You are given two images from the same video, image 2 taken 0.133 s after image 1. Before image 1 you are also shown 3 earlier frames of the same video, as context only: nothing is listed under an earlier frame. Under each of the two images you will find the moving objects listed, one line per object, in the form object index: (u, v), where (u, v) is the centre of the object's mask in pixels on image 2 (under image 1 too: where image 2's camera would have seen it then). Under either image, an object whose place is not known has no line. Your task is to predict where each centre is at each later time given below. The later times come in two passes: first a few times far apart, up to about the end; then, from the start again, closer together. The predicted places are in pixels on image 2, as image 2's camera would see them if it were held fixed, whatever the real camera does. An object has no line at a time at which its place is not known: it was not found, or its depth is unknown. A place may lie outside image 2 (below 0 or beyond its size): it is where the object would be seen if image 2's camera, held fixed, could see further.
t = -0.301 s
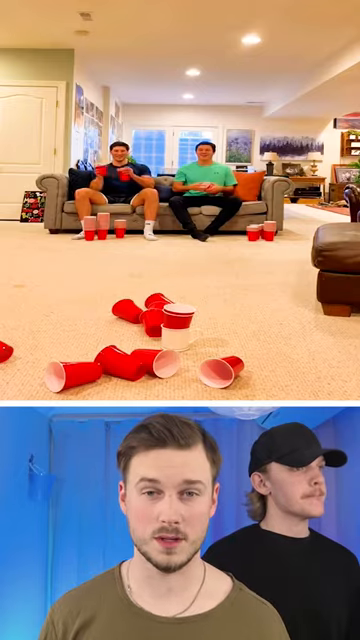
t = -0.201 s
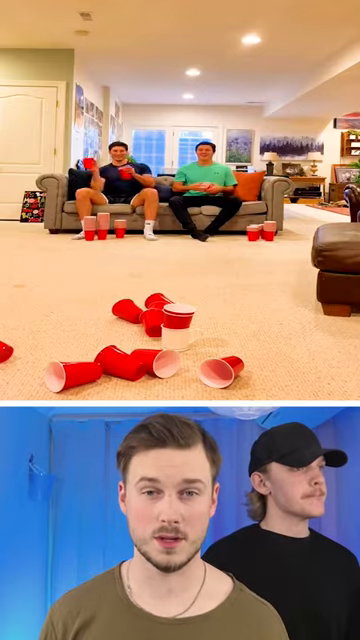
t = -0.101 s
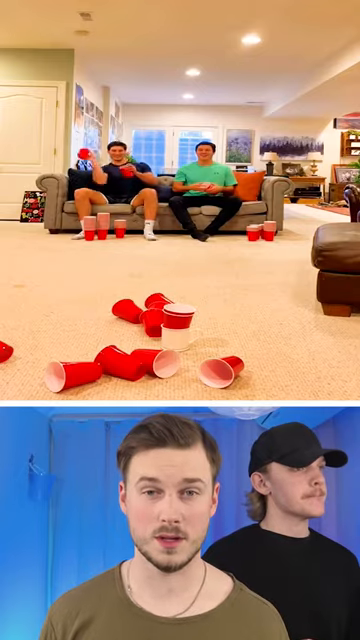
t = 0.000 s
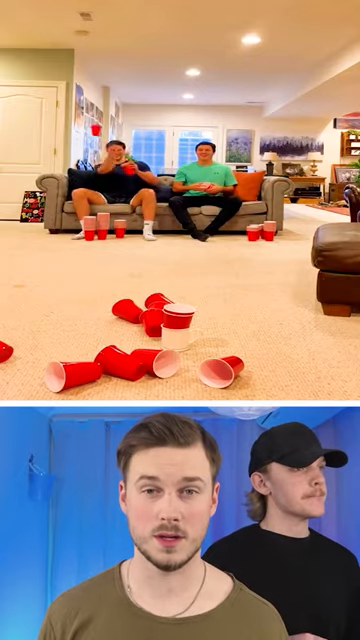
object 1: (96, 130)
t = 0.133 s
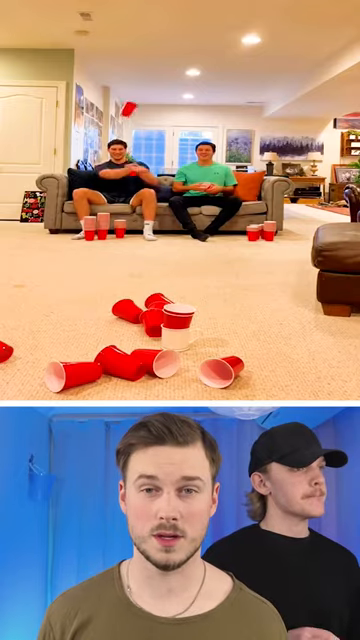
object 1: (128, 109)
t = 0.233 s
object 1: (150, 101)
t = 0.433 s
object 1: (174, 127)
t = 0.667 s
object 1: (181, 247)
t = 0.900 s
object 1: (172, 291)
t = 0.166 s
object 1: (136, 105)
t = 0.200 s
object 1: (143, 103)
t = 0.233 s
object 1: (150, 101)
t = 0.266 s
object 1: (156, 102)
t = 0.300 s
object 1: (161, 104)
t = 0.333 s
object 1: (166, 107)
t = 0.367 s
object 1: (169, 111)
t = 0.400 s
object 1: (172, 118)
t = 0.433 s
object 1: (174, 127)
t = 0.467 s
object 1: (176, 138)
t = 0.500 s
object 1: (178, 151)
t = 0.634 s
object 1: (182, 224)
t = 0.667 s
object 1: (181, 247)
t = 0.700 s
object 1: (181, 276)
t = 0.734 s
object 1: (181, 297)
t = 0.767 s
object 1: (176, 299)
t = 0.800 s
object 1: (170, 297)
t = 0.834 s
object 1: (175, 295)
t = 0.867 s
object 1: (174, 292)
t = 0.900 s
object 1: (172, 291)
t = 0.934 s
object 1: (173, 290)
